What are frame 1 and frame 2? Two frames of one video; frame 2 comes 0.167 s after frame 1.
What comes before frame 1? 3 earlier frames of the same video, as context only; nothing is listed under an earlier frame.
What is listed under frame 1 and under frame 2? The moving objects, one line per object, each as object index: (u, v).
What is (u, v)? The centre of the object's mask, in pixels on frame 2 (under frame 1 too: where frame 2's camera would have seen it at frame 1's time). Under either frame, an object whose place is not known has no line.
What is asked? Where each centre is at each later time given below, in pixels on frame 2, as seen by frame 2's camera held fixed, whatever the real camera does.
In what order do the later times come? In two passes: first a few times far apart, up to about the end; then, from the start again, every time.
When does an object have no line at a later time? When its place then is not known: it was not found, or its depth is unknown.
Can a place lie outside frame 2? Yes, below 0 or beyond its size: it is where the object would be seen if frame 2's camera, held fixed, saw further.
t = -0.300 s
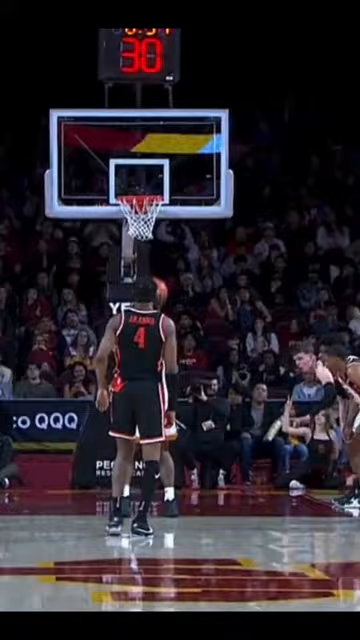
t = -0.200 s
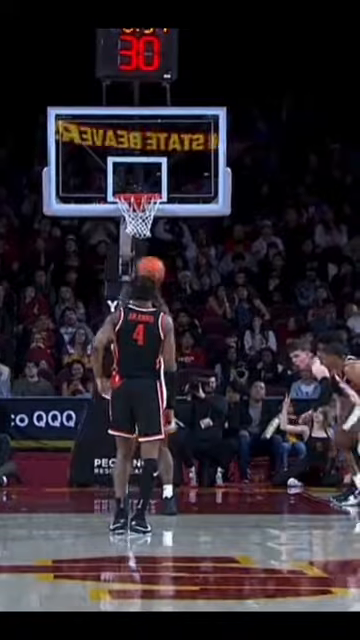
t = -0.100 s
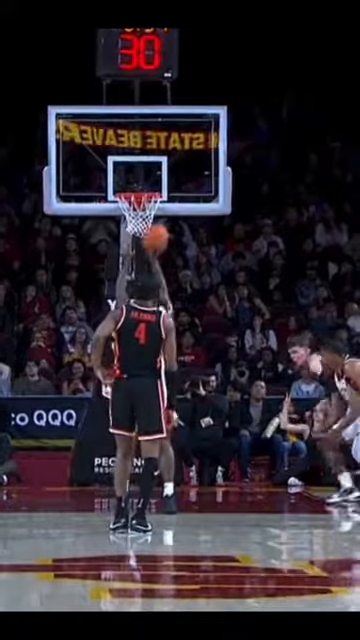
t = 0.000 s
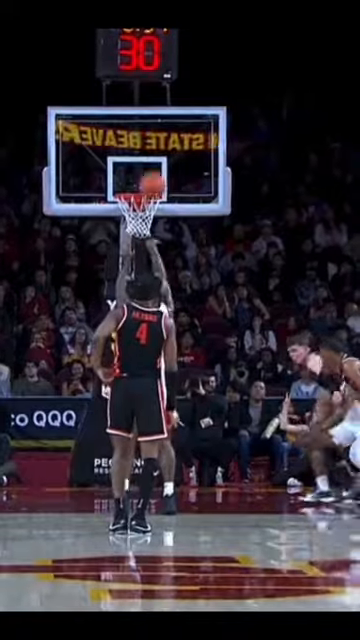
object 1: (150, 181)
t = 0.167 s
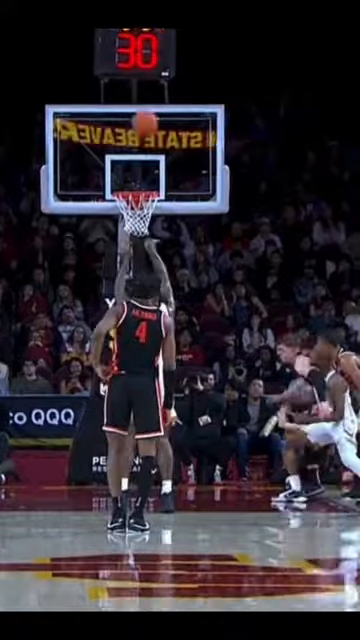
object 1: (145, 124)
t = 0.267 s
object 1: (141, 96)
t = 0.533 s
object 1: (131, 83)
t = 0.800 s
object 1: (122, 136)
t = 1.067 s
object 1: (158, 178)
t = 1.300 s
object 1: (209, 190)
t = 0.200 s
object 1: (143, 114)
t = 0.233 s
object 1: (143, 104)
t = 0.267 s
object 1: (141, 96)
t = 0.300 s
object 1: (139, 92)
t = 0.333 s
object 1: (138, 87)
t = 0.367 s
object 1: (137, 84)
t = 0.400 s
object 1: (136, 81)
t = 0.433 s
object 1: (135, 80)
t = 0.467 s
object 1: (134, 80)
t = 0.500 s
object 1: (133, 81)
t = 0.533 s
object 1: (131, 83)
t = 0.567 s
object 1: (130, 86)
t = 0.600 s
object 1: (129, 90)
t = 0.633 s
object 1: (128, 95)
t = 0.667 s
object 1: (127, 102)
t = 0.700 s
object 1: (126, 108)
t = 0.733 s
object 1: (125, 119)
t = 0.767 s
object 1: (124, 128)
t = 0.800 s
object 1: (122, 136)
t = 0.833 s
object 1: (121, 150)
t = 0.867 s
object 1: (121, 162)
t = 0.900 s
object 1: (121, 176)
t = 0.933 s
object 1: (123, 182)
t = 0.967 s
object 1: (131, 181)
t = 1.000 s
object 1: (140, 179)
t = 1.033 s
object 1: (148, 178)
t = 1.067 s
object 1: (158, 178)
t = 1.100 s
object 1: (166, 180)
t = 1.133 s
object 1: (175, 180)
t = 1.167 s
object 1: (181, 180)
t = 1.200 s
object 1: (189, 180)
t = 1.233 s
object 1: (196, 182)
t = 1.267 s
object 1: (203, 187)
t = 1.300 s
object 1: (209, 190)
